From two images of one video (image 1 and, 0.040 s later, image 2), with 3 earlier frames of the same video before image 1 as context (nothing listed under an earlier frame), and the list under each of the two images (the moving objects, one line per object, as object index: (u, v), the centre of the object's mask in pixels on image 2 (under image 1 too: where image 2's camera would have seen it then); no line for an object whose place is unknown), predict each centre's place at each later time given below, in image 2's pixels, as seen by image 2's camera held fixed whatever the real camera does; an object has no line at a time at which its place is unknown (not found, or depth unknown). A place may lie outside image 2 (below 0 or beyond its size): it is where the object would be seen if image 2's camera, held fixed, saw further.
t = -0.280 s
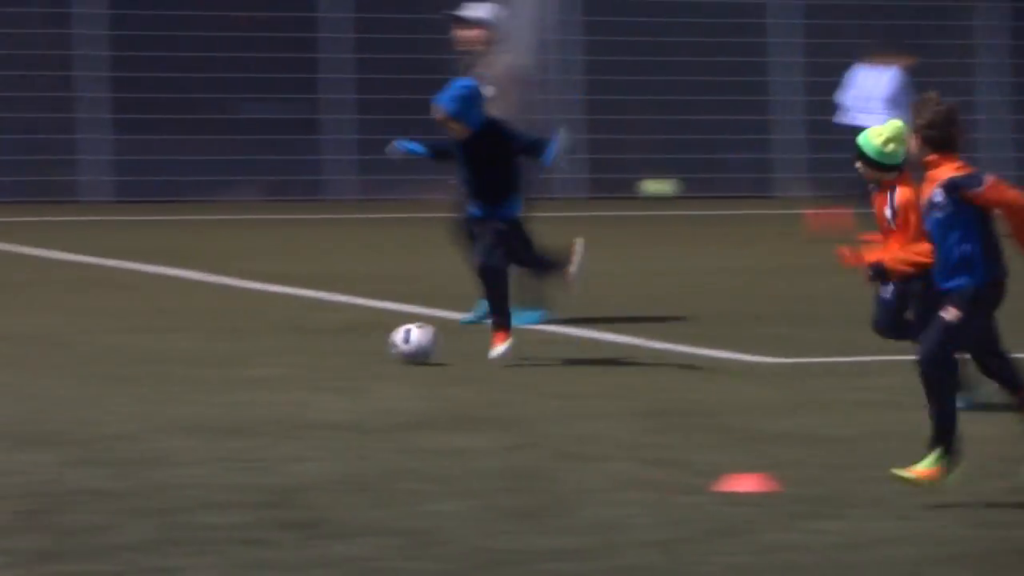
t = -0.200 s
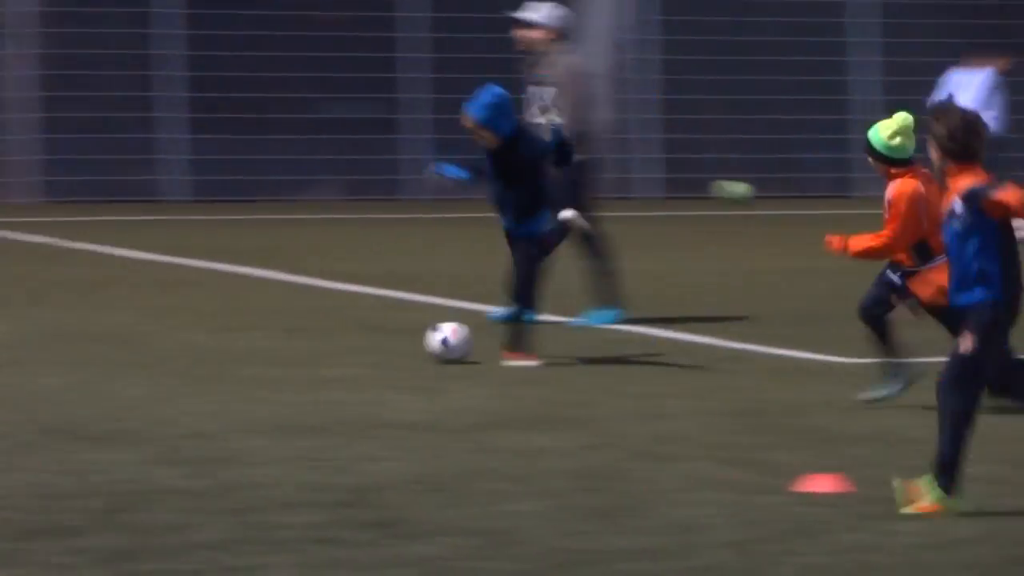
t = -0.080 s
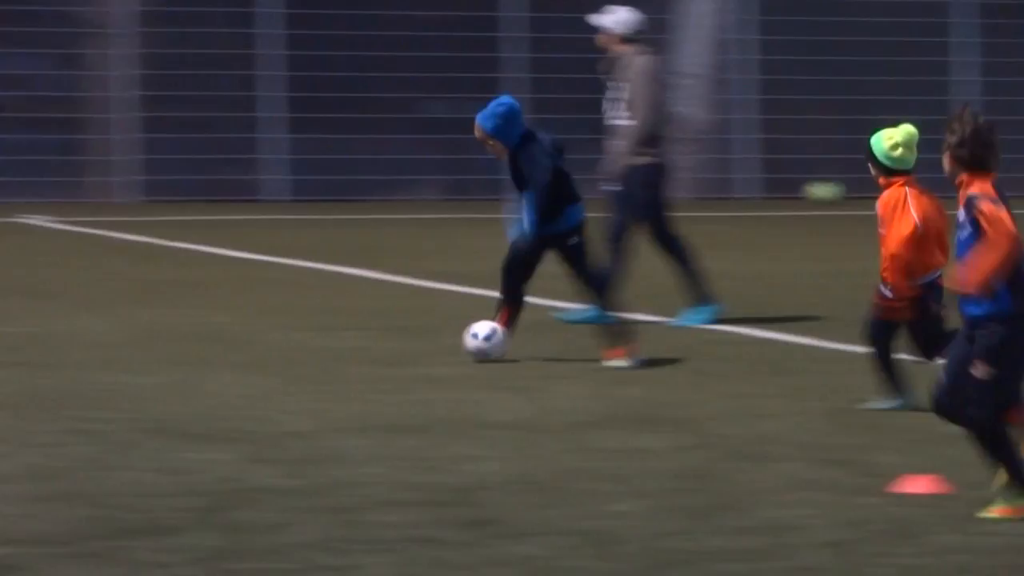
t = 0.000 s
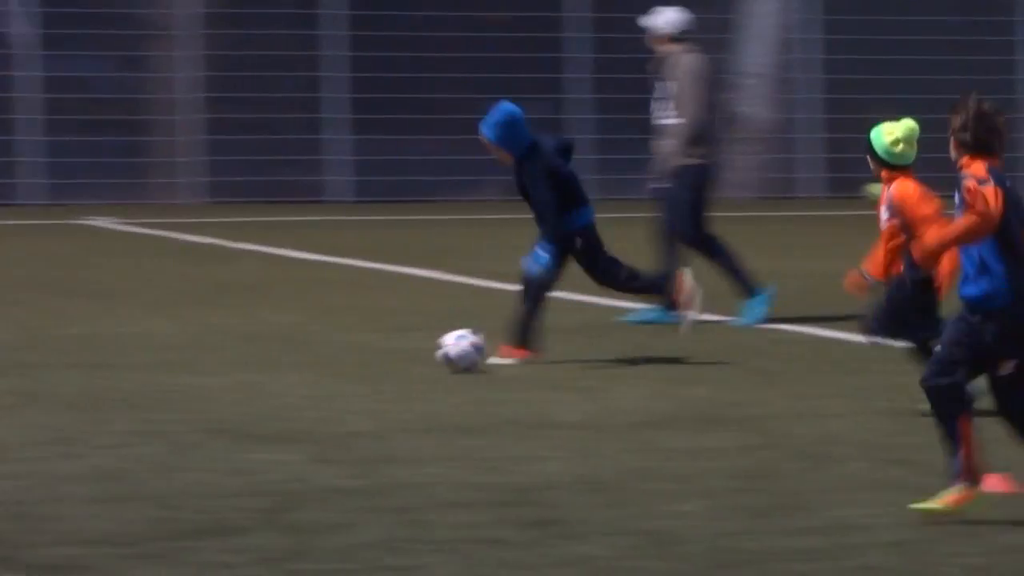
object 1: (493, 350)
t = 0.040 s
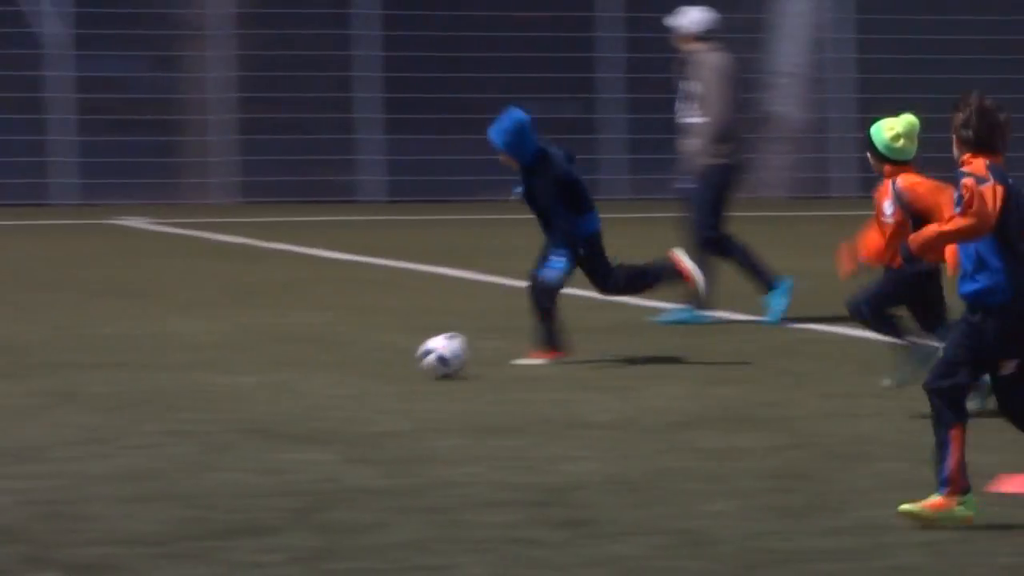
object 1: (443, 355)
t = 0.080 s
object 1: (395, 362)
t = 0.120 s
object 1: (344, 366)
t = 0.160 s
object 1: (294, 373)
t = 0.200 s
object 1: (240, 379)
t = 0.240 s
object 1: (191, 385)
